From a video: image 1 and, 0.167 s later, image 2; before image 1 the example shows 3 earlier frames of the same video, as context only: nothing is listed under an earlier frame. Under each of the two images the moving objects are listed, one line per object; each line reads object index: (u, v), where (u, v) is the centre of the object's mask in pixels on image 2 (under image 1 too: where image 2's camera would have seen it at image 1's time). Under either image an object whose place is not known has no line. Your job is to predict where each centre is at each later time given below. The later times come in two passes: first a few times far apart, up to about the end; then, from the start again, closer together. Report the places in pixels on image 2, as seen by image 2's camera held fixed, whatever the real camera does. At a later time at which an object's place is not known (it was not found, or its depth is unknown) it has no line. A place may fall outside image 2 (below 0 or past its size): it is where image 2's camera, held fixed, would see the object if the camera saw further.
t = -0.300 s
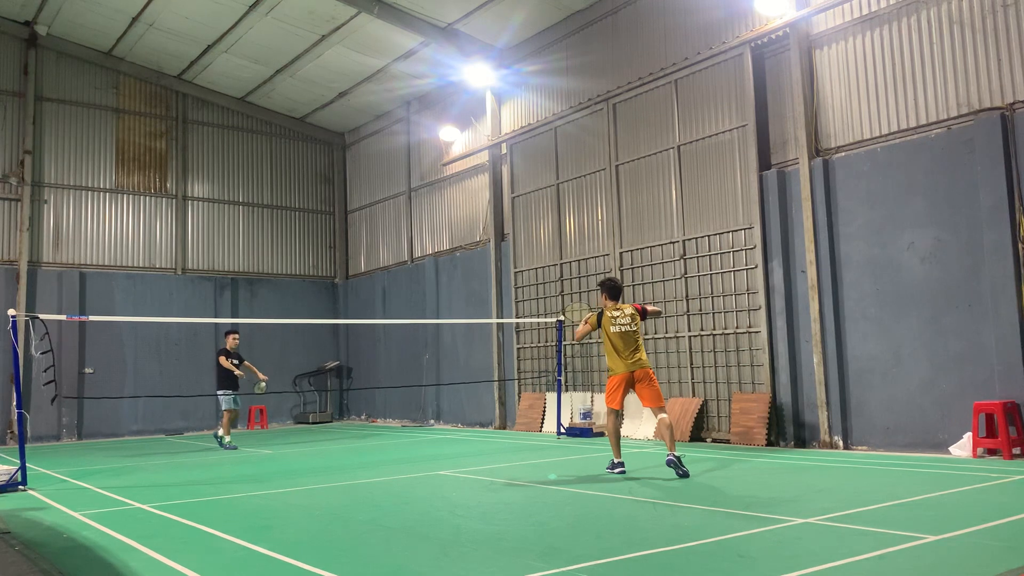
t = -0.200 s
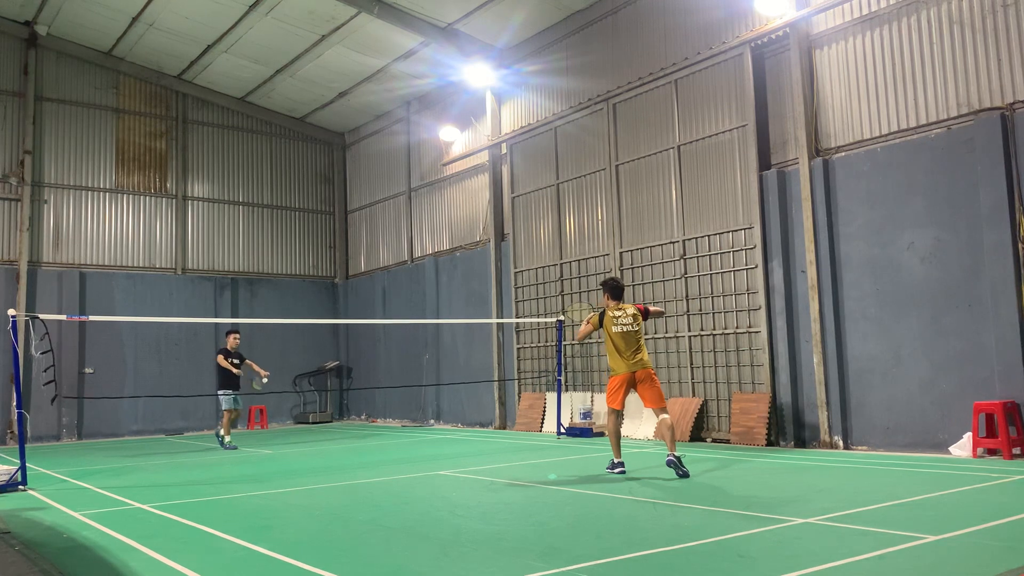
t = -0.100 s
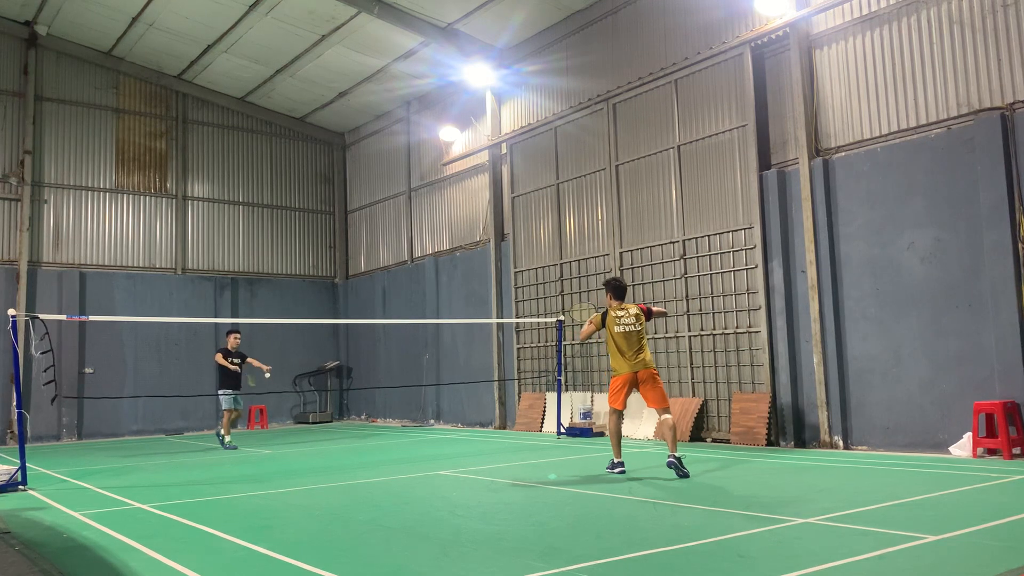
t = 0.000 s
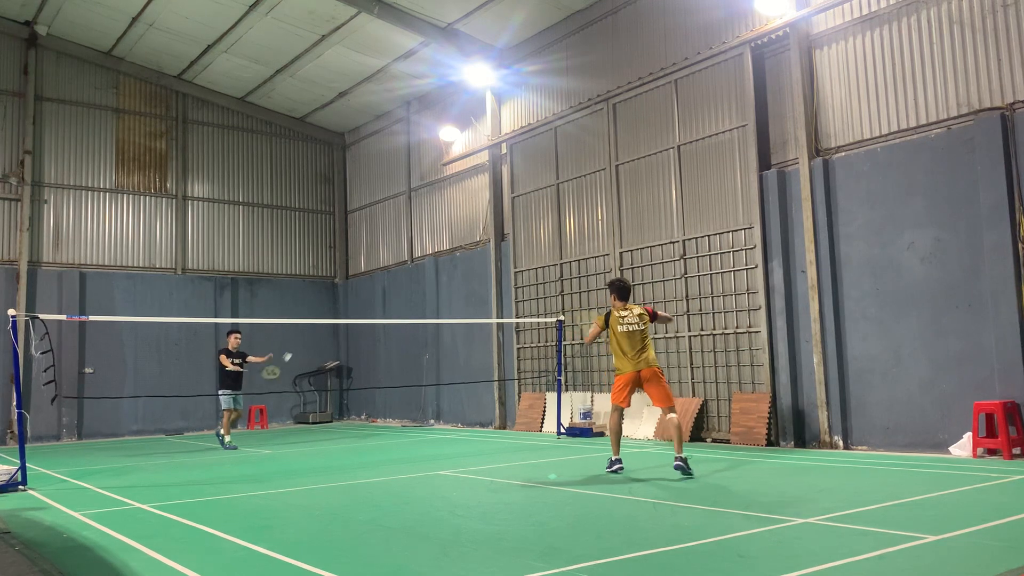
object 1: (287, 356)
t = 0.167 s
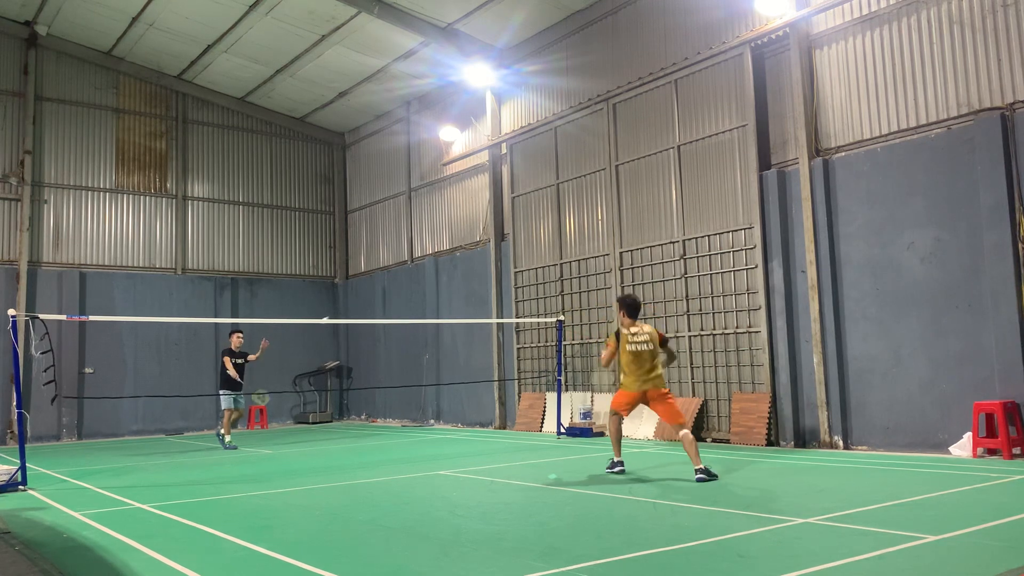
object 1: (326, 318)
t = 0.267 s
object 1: (347, 309)
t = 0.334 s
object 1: (361, 306)
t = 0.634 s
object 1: (419, 347)
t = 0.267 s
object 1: (347, 309)
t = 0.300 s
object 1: (354, 307)
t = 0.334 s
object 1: (361, 306)
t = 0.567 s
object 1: (407, 331)
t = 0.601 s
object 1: (413, 338)
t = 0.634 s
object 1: (419, 347)
